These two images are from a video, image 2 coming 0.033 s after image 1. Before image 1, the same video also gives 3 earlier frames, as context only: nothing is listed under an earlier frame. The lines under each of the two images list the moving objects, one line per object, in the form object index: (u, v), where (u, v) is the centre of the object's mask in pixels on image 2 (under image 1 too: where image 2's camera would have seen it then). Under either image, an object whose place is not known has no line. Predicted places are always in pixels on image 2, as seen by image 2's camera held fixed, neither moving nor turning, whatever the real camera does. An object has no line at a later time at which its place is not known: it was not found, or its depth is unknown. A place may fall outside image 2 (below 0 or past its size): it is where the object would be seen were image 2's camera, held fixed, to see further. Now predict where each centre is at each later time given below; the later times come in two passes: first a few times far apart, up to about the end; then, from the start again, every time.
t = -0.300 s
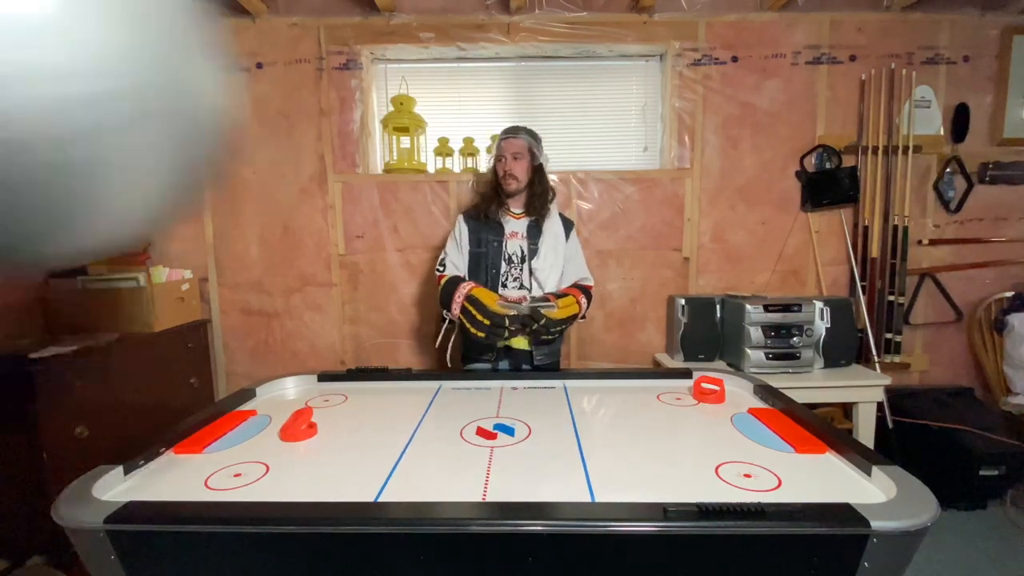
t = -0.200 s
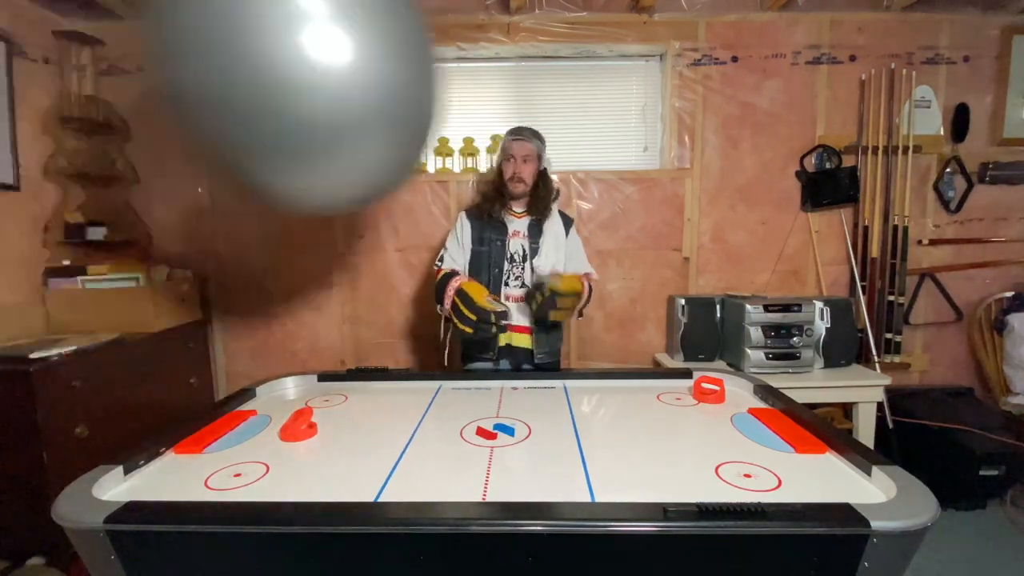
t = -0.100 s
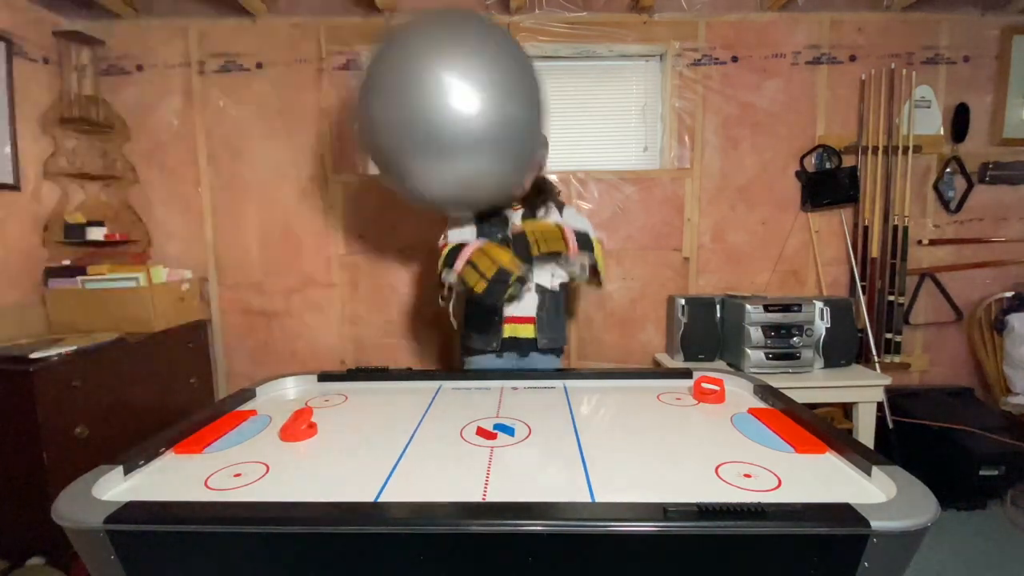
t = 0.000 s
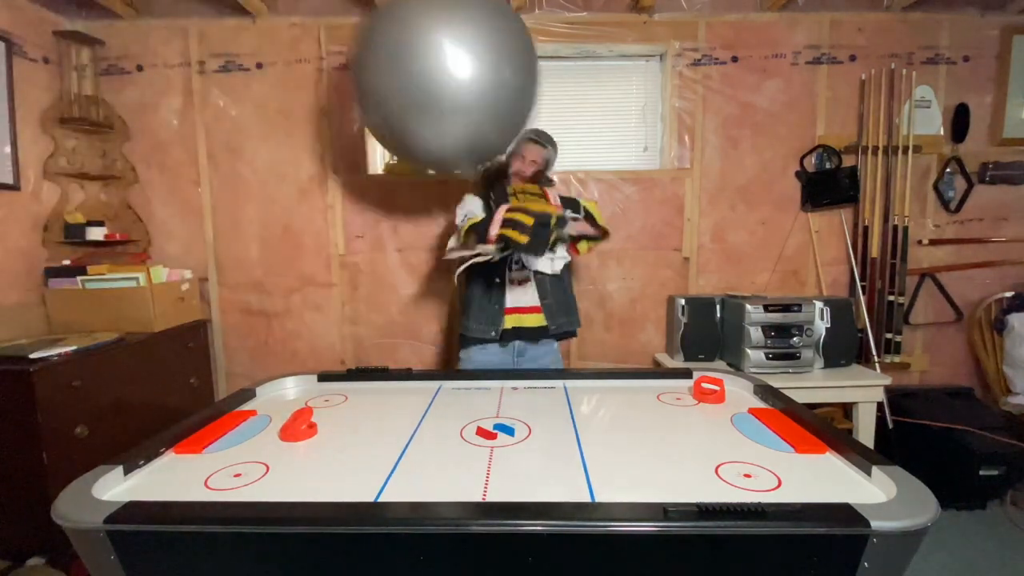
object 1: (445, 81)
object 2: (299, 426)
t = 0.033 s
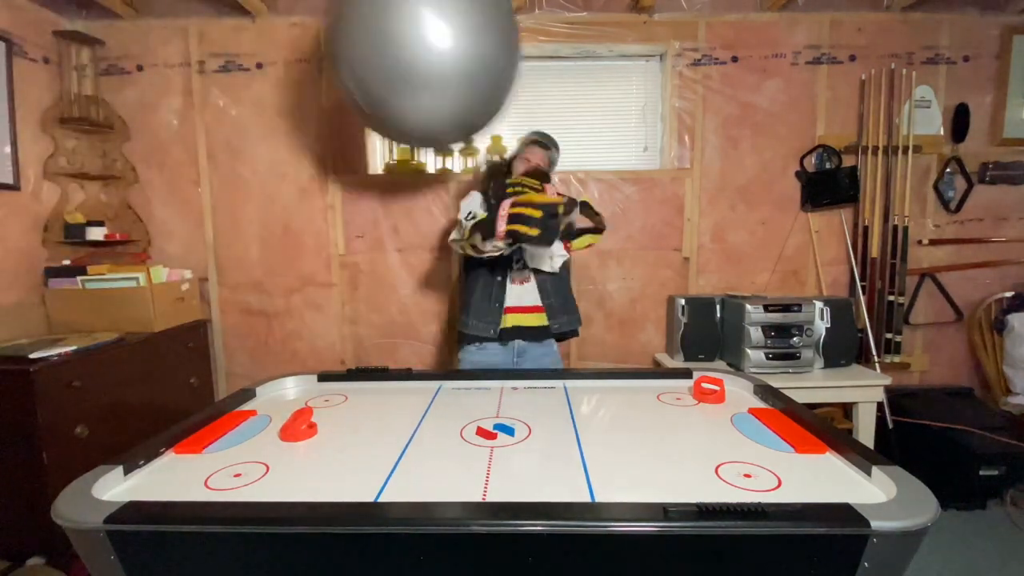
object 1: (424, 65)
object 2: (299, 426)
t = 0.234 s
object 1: (326, 45)
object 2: (299, 426)
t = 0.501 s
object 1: (233, 328)
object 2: (303, 434)
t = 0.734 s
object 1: (245, 130)
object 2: (377, 409)
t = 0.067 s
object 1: (404, 53)
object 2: (299, 426)
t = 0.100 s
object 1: (384, 43)
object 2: (299, 426)
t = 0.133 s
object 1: (362, 35)
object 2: (299, 426)
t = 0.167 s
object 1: (348, 32)
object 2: (299, 426)
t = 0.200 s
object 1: (337, 35)
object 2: (299, 426)
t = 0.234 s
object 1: (326, 45)
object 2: (299, 426)
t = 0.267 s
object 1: (313, 55)
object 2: (299, 426)
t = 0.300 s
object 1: (298, 70)
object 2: (299, 426)
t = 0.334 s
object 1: (284, 89)
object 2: (299, 426)
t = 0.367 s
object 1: (271, 114)
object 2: (299, 426)
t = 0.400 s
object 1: (261, 160)
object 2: (299, 426)
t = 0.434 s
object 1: (252, 211)
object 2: (299, 426)
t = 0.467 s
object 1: (242, 269)
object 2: (299, 426)
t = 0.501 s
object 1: (233, 328)
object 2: (303, 434)
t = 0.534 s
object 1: (226, 376)
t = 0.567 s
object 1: (230, 355)
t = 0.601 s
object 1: (235, 306)
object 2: (302, 427)
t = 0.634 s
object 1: (238, 259)
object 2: (322, 419)
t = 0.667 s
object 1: (239, 211)
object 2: (342, 415)
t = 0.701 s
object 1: (243, 168)
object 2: (361, 412)
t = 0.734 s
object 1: (245, 130)
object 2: (377, 409)
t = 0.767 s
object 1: (252, 106)
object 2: (393, 407)
